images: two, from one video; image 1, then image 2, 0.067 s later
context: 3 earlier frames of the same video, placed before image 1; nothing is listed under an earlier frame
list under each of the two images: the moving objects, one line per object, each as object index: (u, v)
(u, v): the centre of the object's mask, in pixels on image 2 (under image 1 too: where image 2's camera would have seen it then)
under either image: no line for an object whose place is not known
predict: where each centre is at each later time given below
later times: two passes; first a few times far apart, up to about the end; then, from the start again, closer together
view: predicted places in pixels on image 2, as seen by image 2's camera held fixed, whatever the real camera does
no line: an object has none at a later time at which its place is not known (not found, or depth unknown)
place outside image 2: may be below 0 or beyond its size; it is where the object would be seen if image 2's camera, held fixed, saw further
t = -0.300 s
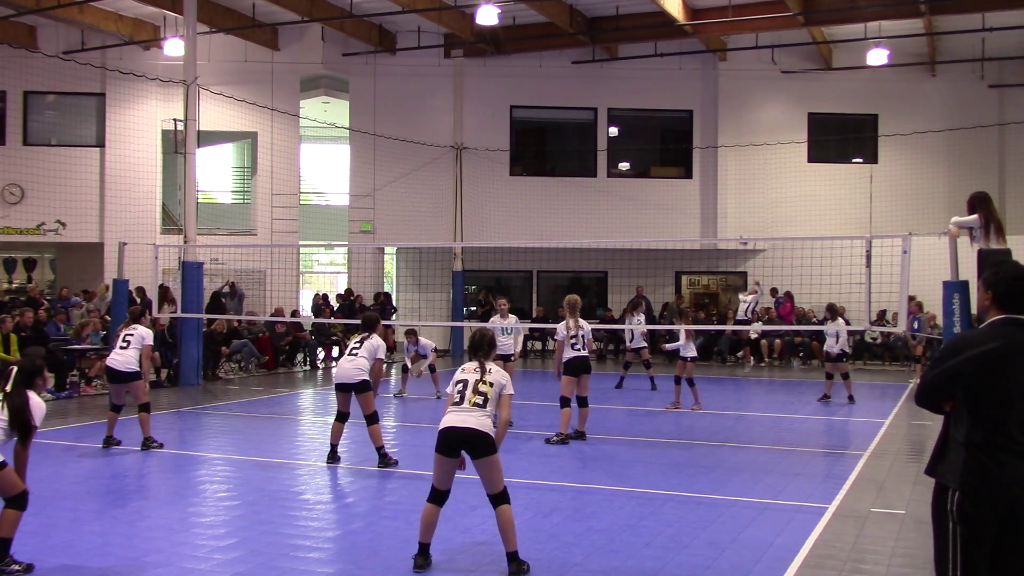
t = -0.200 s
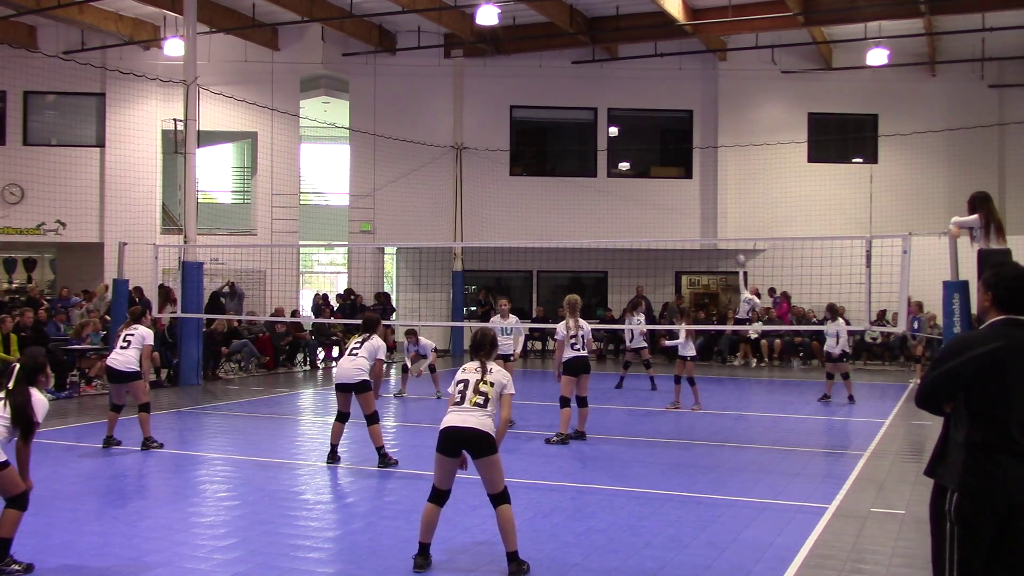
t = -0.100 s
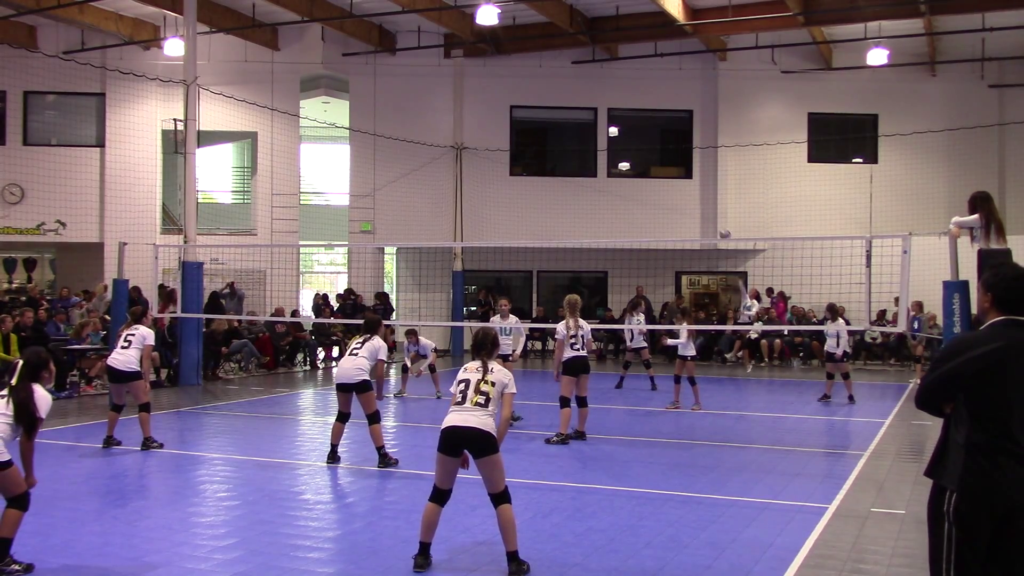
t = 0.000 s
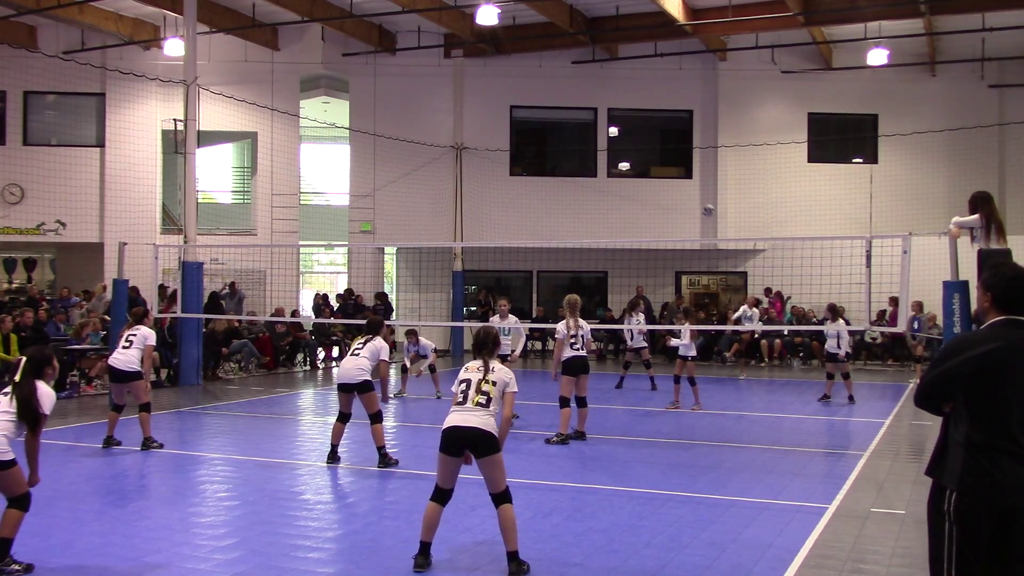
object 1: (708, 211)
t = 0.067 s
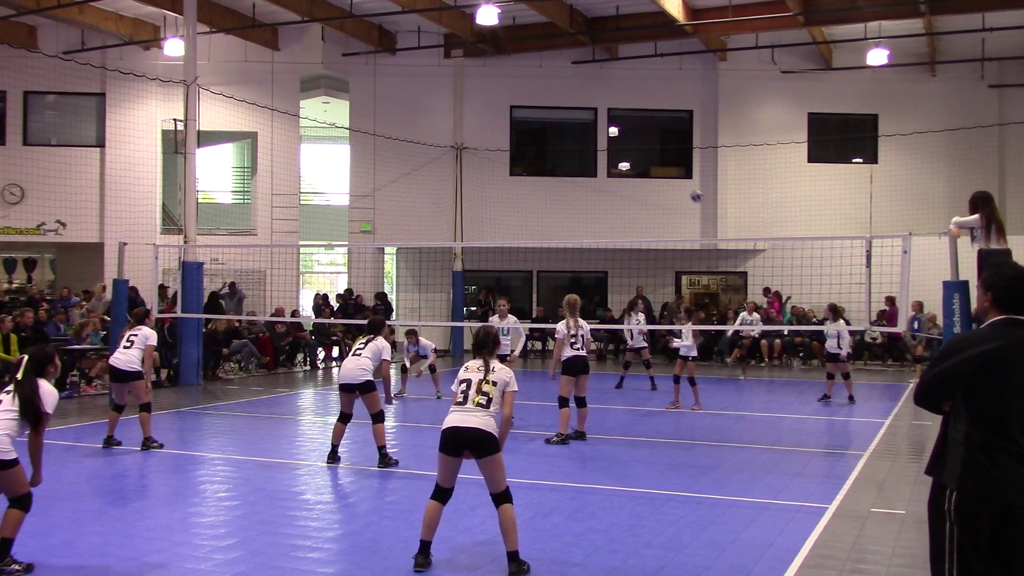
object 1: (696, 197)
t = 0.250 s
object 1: (664, 165)
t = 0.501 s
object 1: (612, 155)
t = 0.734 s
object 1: (552, 191)
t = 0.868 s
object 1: (510, 238)
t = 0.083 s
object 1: (693, 193)
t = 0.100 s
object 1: (690, 190)
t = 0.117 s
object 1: (687, 187)
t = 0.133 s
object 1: (685, 184)
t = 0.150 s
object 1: (682, 181)
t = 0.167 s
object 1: (680, 178)
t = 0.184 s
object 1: (676, 175)
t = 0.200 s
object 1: (674, 172)
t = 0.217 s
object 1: (670, 170)
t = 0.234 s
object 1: (667, 168)
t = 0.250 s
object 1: (664, 165)
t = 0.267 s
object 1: (661, 164)
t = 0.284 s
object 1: (657, 163)
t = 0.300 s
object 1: (654, 161)
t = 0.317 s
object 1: (651, 160)
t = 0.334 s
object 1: (648, 159)
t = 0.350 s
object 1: (644, 158)
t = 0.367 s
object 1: (641, 157)
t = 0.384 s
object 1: (638, 156)
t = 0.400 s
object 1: (634, 155)
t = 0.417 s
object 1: (631, 155)
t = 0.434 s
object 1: (627, 154)
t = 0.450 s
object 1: (623, 155)
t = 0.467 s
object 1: (620, 155)
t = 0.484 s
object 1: (616, 155)
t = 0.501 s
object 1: (612, 155)
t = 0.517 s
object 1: (608, 156)
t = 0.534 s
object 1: (604, 157)
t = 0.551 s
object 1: (600, 158)
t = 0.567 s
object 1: (595, 161)
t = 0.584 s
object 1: (591, 162)
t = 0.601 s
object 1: (588, 165)
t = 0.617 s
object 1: (583, 167)
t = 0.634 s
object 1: (579, 169)
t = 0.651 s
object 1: (574, 172)
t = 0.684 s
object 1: (566, 179)
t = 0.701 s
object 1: (561, 183)
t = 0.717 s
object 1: (557, 187)
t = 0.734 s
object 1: (552, 191)
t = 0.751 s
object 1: (547, 195)
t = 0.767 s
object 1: (542, 201)
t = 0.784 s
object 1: (536, 206)
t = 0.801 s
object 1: (531, 212)
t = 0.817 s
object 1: (526, 218)
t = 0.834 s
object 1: (521, 224)
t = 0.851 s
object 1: (515, 231)
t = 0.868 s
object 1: (510, 238)
